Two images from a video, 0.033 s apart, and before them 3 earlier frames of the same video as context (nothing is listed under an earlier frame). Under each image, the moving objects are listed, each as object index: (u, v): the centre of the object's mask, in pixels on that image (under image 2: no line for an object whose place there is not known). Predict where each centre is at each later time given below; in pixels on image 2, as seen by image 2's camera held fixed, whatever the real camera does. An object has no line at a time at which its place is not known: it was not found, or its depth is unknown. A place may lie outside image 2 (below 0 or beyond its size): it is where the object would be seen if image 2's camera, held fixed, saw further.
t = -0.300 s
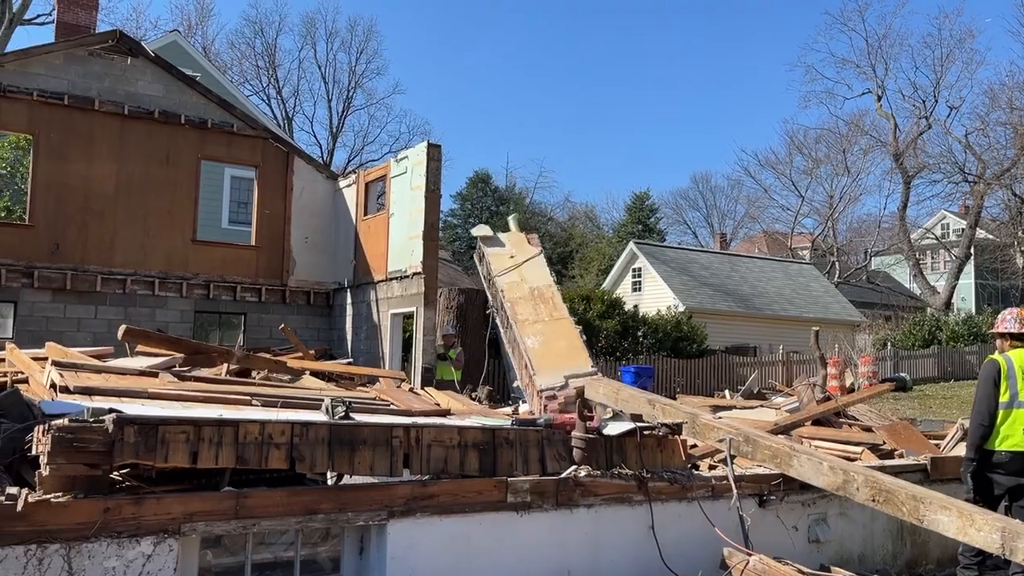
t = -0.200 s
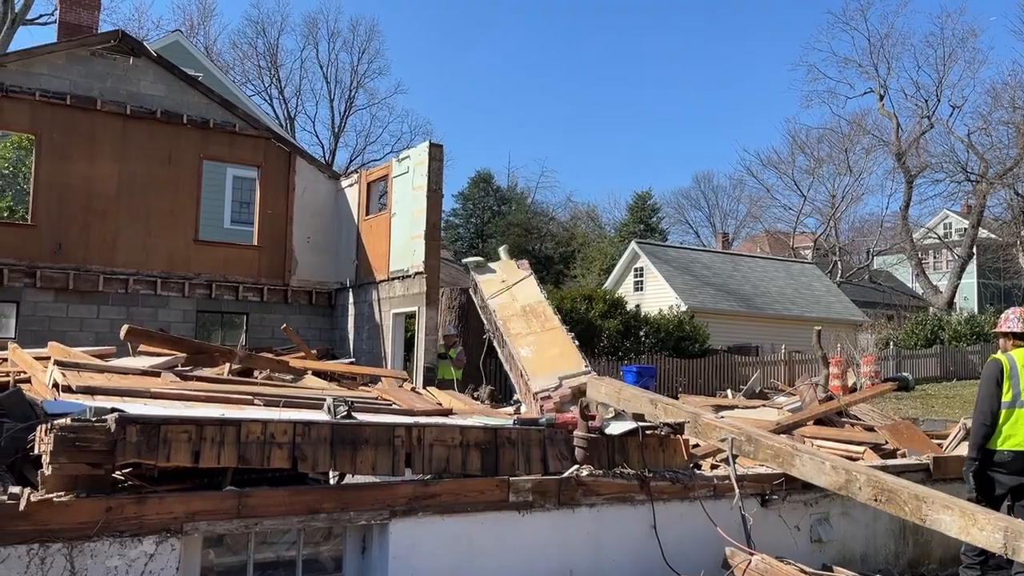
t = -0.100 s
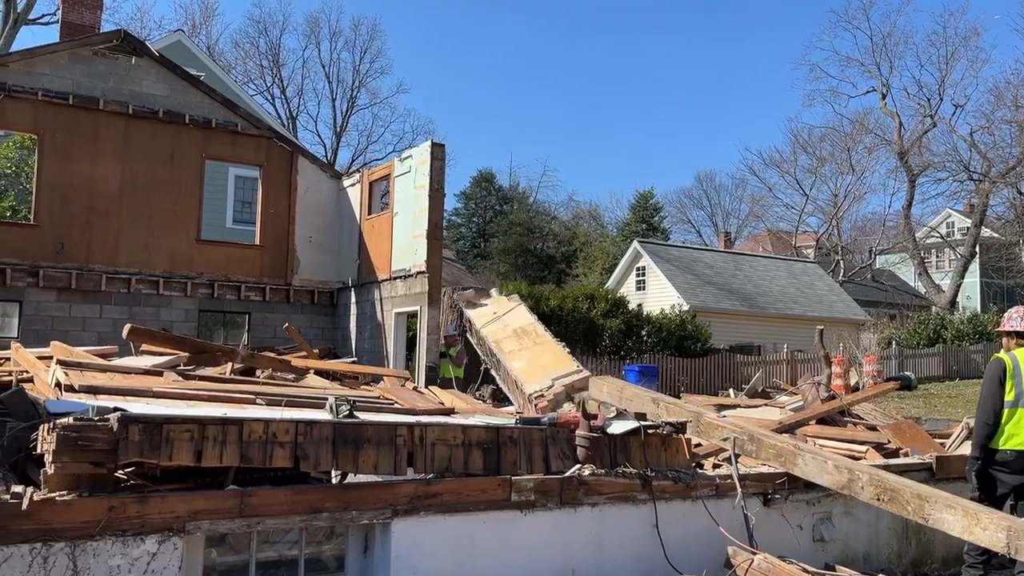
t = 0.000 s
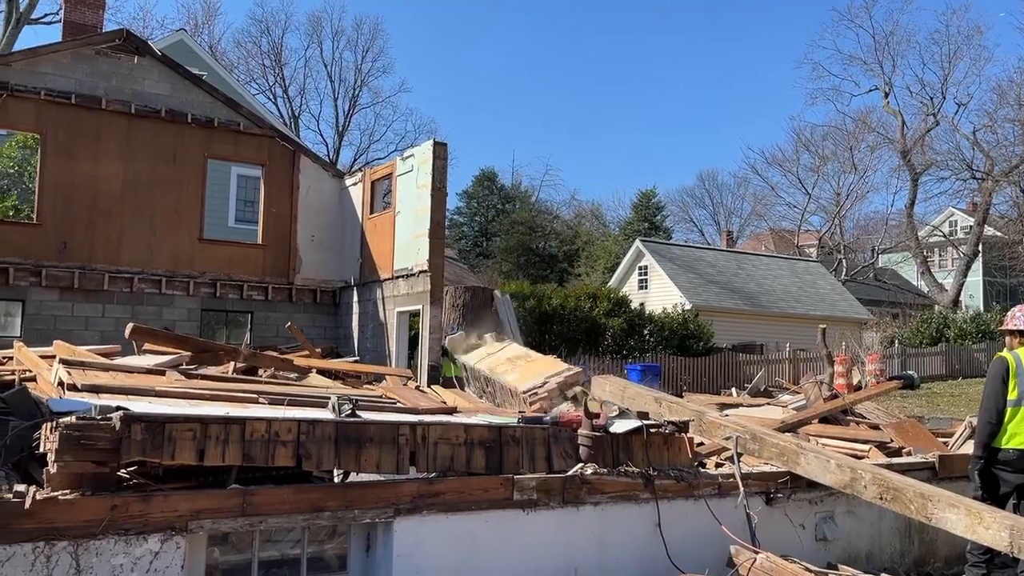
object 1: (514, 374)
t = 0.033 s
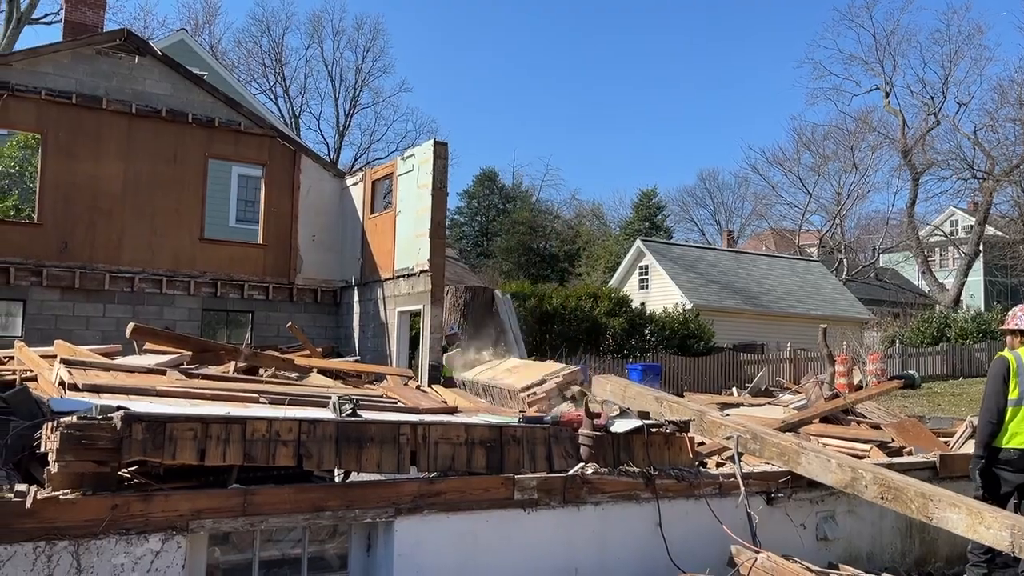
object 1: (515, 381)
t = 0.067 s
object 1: (516, 386)
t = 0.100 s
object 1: (525, 390)
